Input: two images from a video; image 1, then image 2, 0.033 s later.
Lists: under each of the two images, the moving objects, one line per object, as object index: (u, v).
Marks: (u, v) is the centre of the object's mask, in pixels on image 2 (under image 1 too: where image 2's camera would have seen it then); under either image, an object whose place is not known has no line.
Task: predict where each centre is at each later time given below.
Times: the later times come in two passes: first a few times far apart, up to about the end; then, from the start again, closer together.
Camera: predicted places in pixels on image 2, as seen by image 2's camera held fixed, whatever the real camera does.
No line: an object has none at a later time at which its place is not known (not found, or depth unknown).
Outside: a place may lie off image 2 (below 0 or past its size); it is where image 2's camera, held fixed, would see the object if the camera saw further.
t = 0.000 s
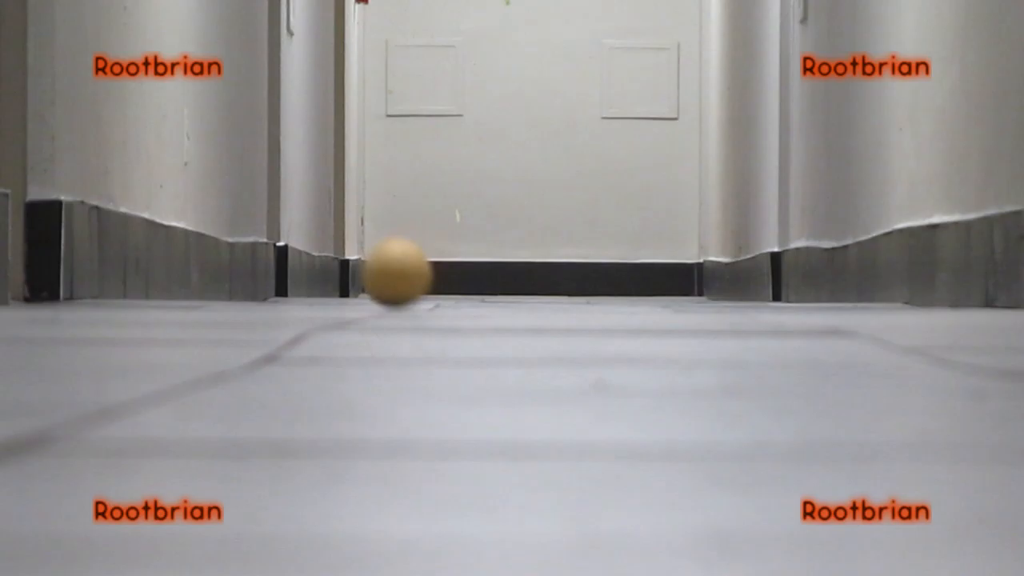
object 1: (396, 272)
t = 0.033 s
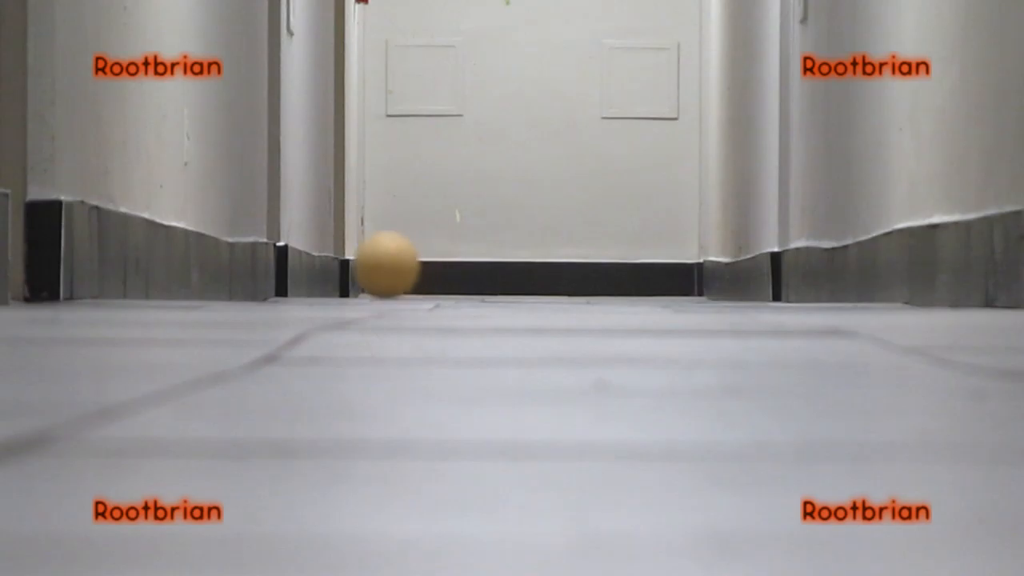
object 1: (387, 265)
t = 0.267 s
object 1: (337, 276)
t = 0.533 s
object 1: (300, 277)
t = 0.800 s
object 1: (277, 282)
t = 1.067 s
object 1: (263, 272)
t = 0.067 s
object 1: (377, 268)
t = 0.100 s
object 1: (369, 278)
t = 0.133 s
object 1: (361, 265)
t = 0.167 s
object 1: (354, 260)
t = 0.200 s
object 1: (348, 263)
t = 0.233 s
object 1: (341, 276)
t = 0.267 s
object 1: (337, 276)
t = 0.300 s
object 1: (330, 269)
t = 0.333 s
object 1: (325, 271)
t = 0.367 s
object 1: (320, 278)
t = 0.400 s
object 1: (317, 274)
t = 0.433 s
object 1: (313, 273)
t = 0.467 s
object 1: (308, 278)
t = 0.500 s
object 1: (303, 279)
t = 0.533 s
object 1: (300, 277)
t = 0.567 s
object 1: (296, 281)
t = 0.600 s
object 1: (293, 278)
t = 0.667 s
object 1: (287, 281)
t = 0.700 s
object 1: (284, 278)
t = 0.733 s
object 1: (282, 279)
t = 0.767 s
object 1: (279, 282)
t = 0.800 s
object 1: (277, 282)
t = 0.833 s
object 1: (274, 283)
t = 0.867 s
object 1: (272, 274)
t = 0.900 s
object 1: (270, 270)
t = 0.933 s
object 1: (268, 271)
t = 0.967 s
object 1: (267, 277)
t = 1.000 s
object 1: (265, 285)
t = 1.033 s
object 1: (264, 278)
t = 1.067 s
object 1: (263, 272)
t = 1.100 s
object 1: (261, 275)
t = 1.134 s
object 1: (259, 286)
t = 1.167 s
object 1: (258, 288)
